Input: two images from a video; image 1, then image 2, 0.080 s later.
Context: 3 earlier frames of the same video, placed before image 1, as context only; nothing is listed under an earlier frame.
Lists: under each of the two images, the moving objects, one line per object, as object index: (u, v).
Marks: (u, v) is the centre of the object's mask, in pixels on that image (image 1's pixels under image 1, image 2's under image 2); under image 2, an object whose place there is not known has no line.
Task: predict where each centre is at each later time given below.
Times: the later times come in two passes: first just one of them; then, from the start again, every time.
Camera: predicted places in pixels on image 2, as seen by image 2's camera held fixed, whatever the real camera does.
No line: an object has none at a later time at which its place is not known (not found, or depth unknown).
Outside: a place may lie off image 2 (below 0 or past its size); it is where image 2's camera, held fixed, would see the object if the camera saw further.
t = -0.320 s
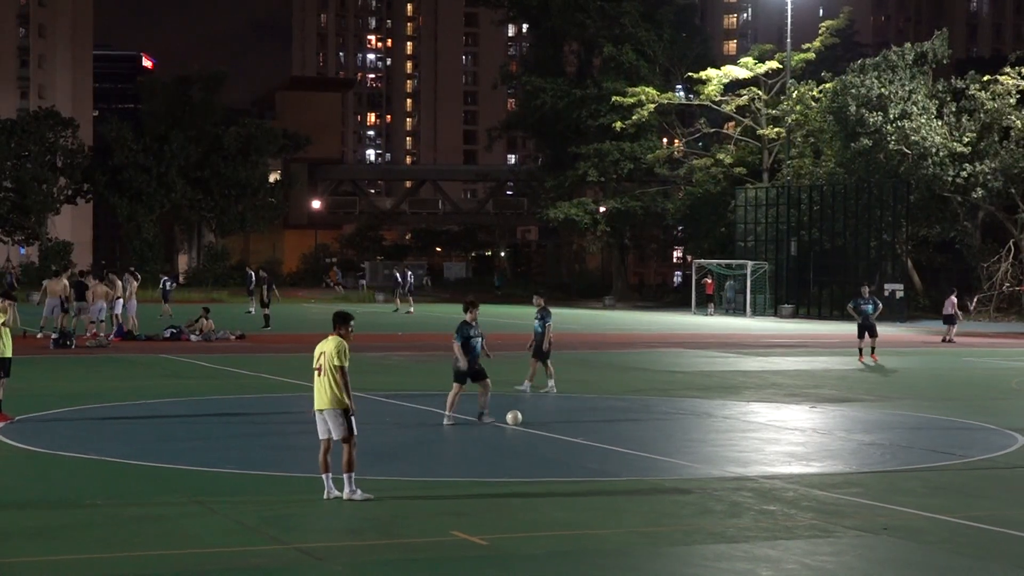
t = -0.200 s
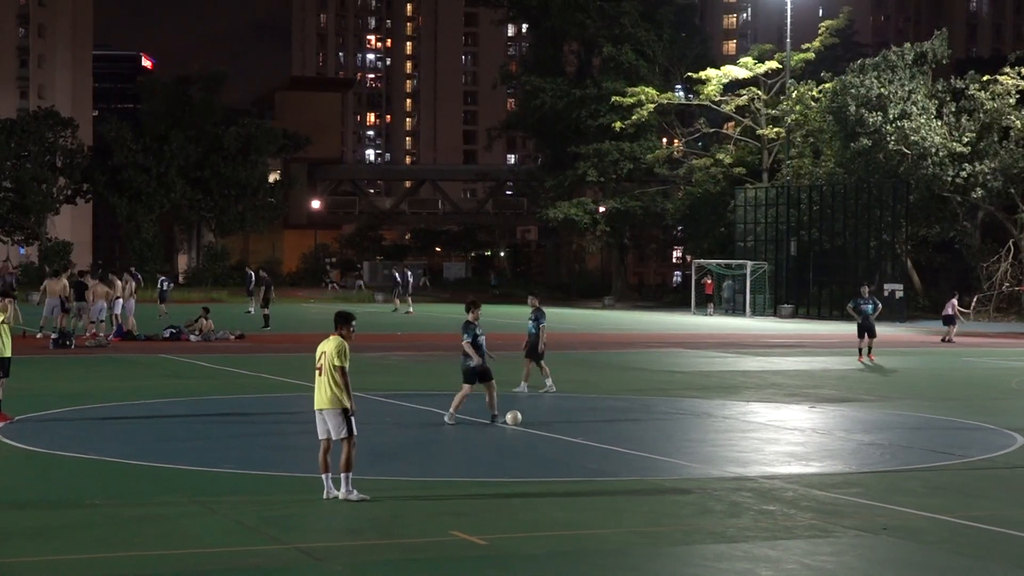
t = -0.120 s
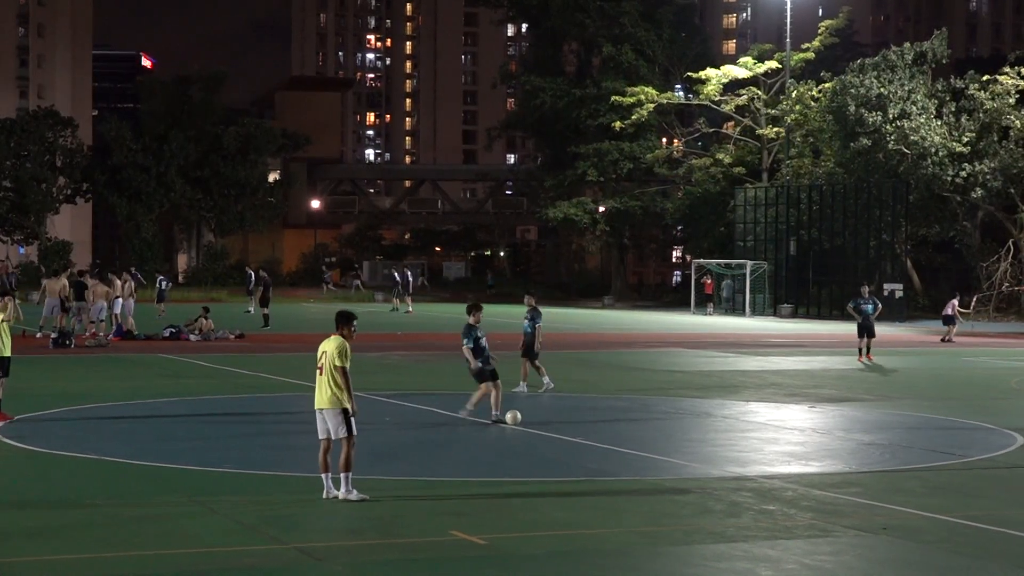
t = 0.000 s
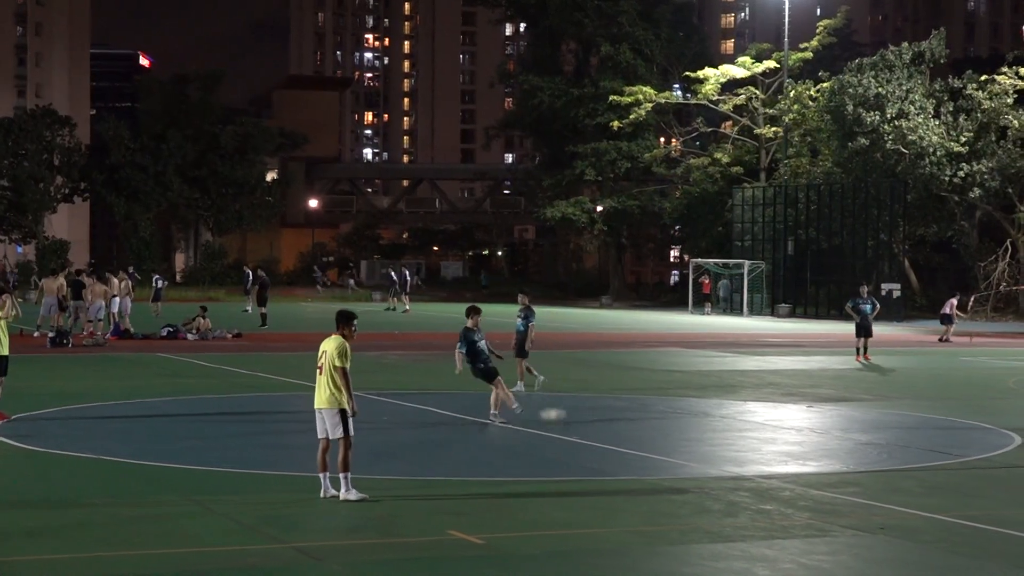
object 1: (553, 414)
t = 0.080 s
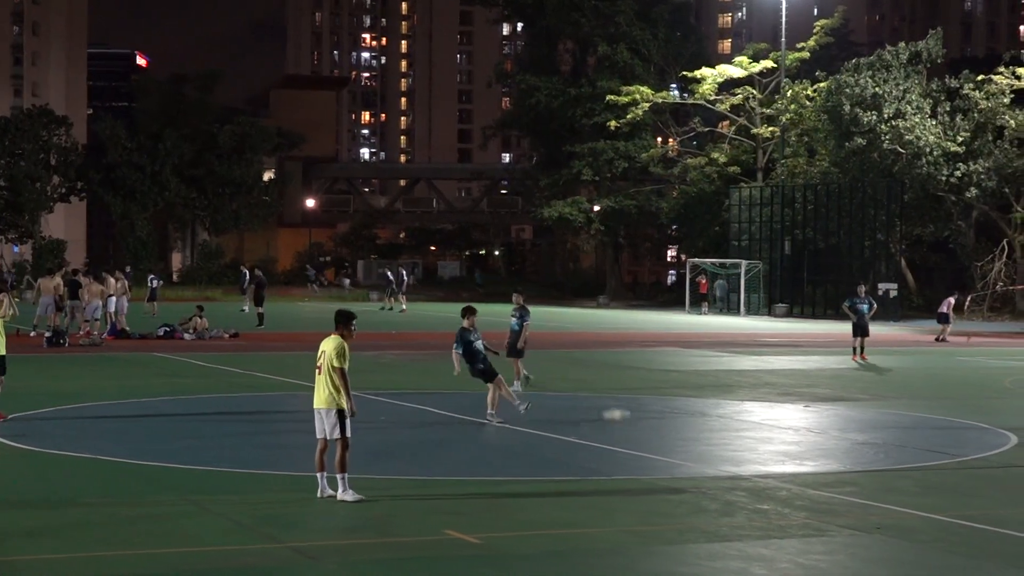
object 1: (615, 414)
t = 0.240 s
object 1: (736, 415)
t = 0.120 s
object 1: (649, 417)
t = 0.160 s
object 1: (680, 420)
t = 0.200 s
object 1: (709, 418)
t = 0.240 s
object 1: (736, 415)
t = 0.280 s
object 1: (766, 415)
